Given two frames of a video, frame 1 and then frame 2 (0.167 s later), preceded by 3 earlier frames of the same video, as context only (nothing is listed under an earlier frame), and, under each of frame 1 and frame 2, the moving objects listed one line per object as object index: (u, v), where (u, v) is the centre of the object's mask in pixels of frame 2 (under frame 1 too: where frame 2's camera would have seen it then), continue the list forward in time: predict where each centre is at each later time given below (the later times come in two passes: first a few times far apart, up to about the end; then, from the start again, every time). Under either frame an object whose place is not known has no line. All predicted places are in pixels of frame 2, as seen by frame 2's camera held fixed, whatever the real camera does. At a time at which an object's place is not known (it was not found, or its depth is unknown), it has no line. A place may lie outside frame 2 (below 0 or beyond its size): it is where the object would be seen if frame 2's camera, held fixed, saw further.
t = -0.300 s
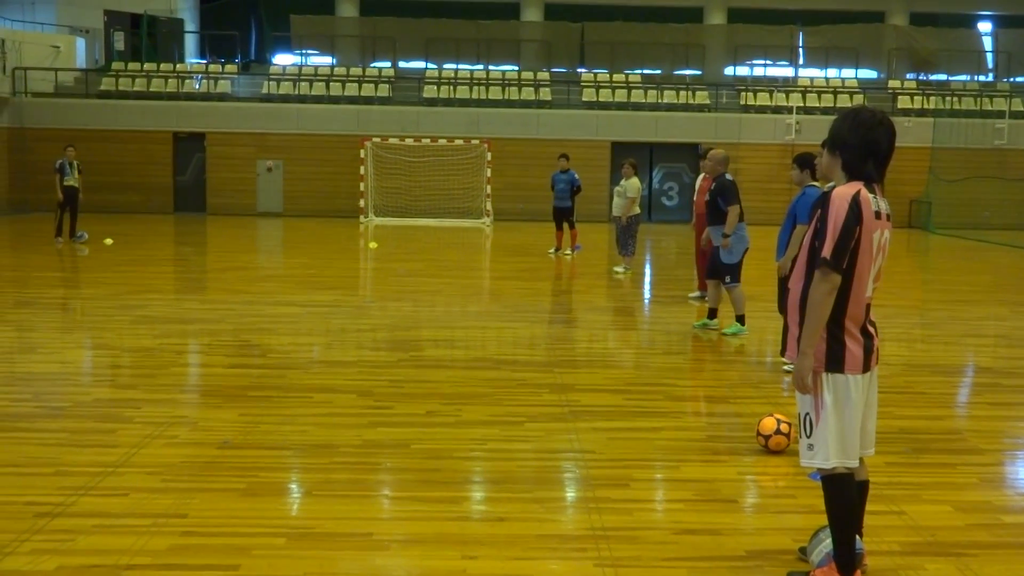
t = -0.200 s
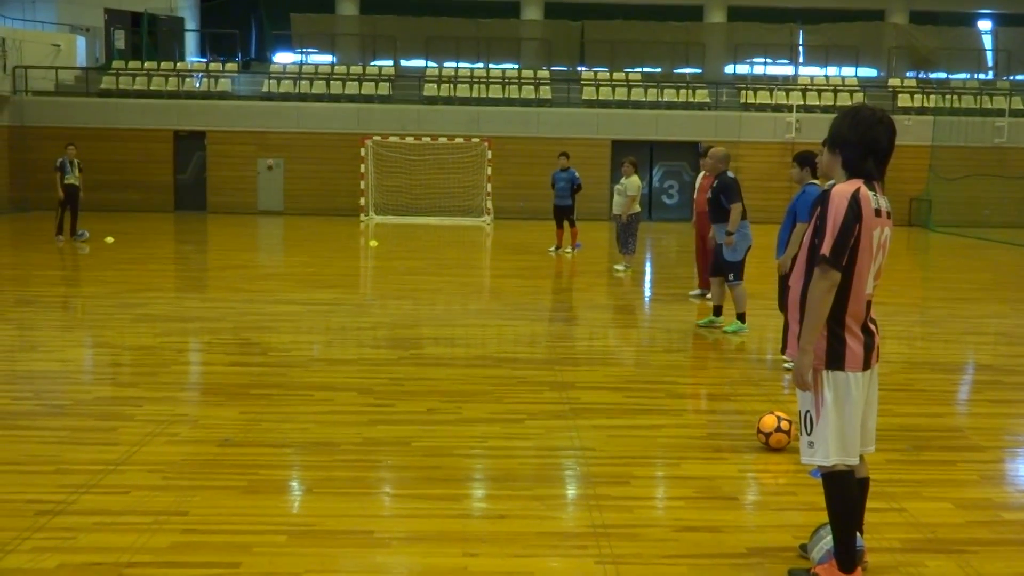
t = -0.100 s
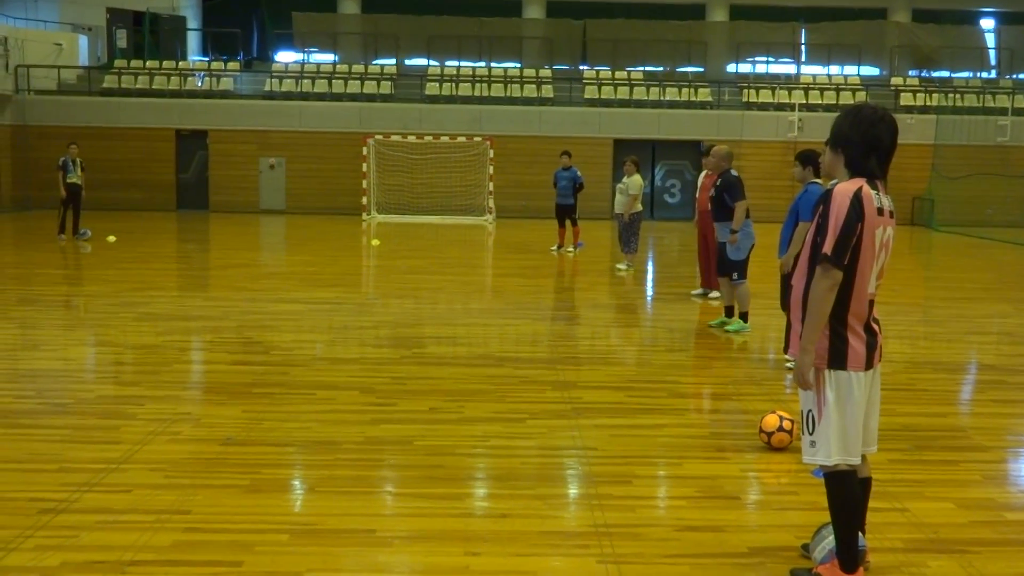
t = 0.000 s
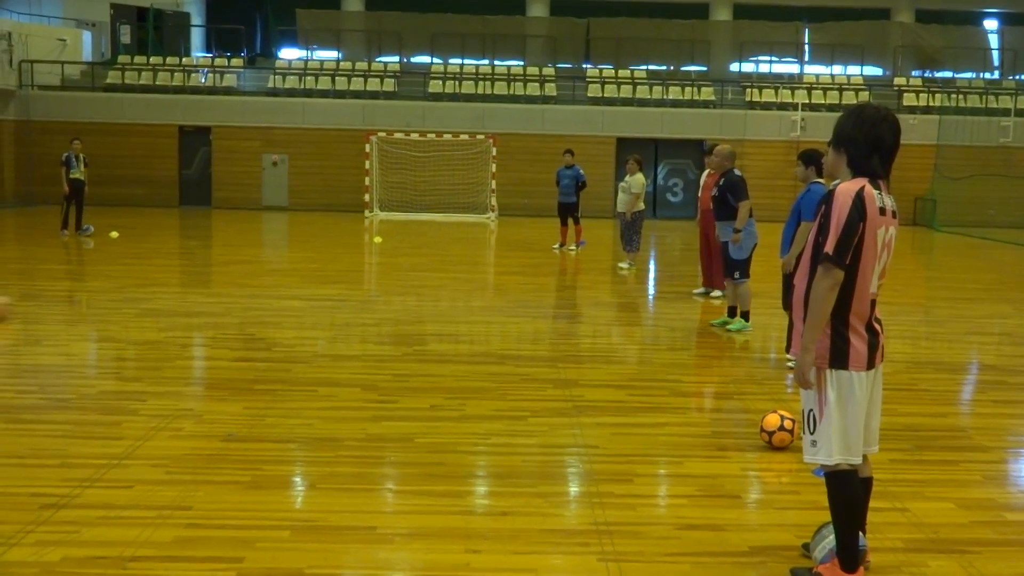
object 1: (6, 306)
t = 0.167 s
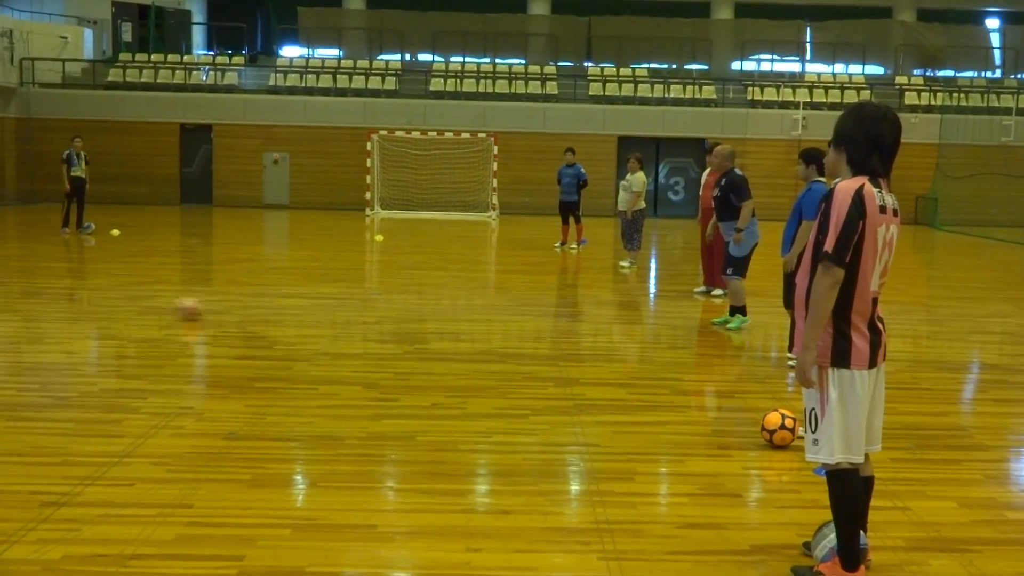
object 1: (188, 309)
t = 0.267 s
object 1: (294, 310)
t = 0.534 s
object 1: (539, 312)
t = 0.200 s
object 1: (225, 309)
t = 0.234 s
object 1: (259, 310)
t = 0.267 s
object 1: (294, 310)
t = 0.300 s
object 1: (327, 310)
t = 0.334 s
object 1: (359, 312)
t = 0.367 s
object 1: (392, 312)
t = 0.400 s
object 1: (422, 311)
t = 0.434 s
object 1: (452, 312)
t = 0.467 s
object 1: (483, 312)
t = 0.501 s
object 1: (511, 311)
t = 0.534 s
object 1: (539, 312)
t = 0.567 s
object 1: (567, 313)
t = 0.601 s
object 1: (594, 313)
